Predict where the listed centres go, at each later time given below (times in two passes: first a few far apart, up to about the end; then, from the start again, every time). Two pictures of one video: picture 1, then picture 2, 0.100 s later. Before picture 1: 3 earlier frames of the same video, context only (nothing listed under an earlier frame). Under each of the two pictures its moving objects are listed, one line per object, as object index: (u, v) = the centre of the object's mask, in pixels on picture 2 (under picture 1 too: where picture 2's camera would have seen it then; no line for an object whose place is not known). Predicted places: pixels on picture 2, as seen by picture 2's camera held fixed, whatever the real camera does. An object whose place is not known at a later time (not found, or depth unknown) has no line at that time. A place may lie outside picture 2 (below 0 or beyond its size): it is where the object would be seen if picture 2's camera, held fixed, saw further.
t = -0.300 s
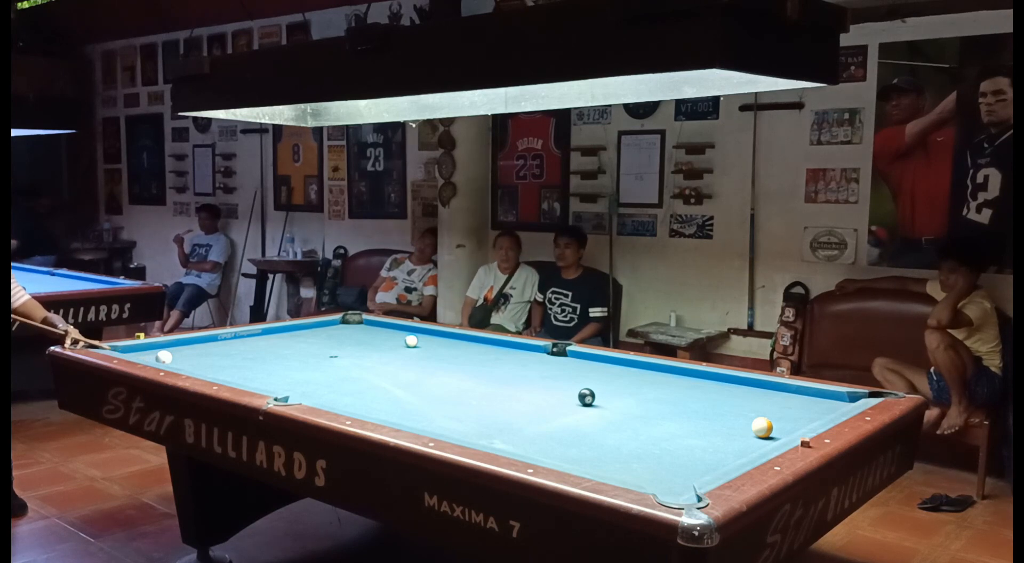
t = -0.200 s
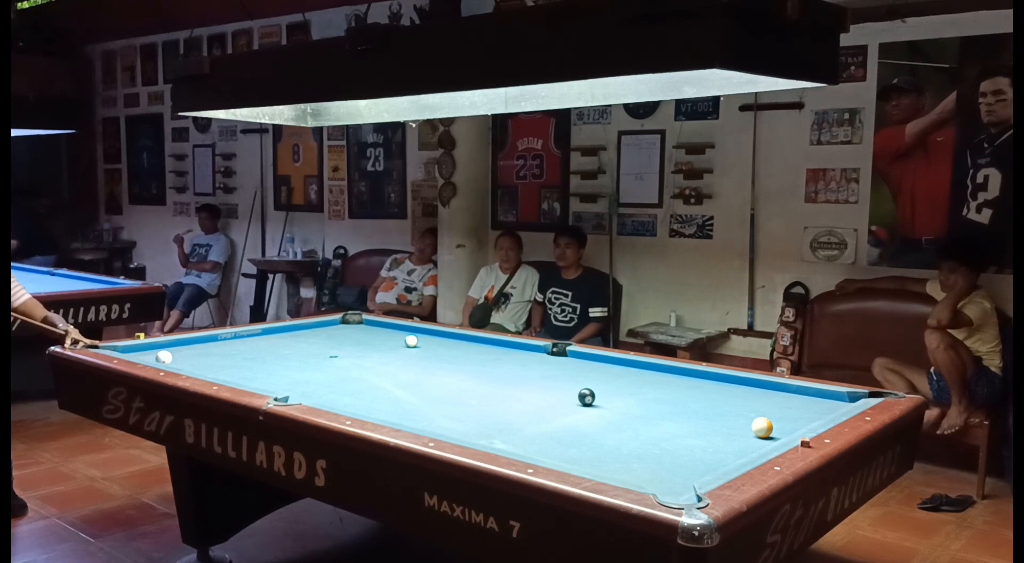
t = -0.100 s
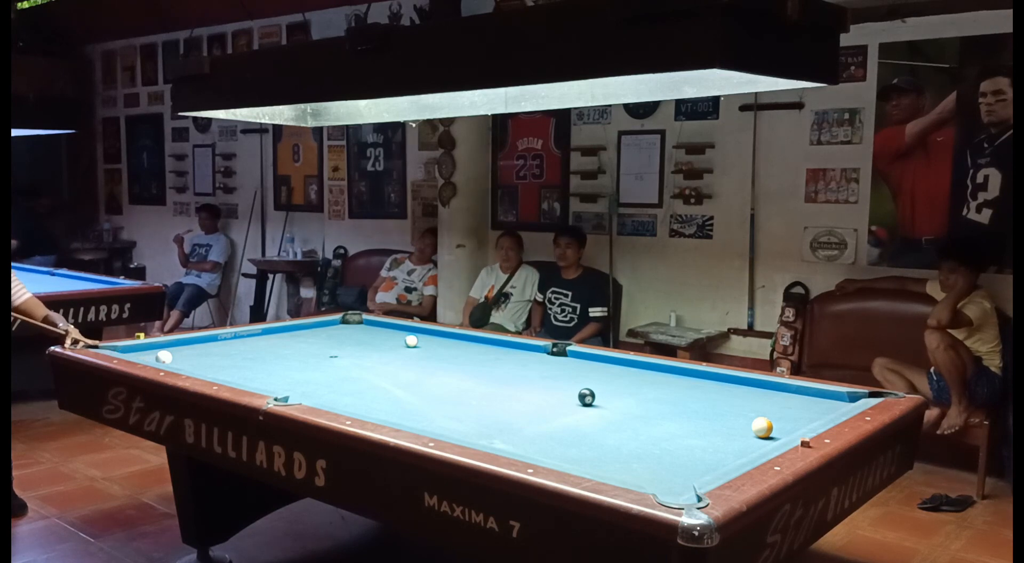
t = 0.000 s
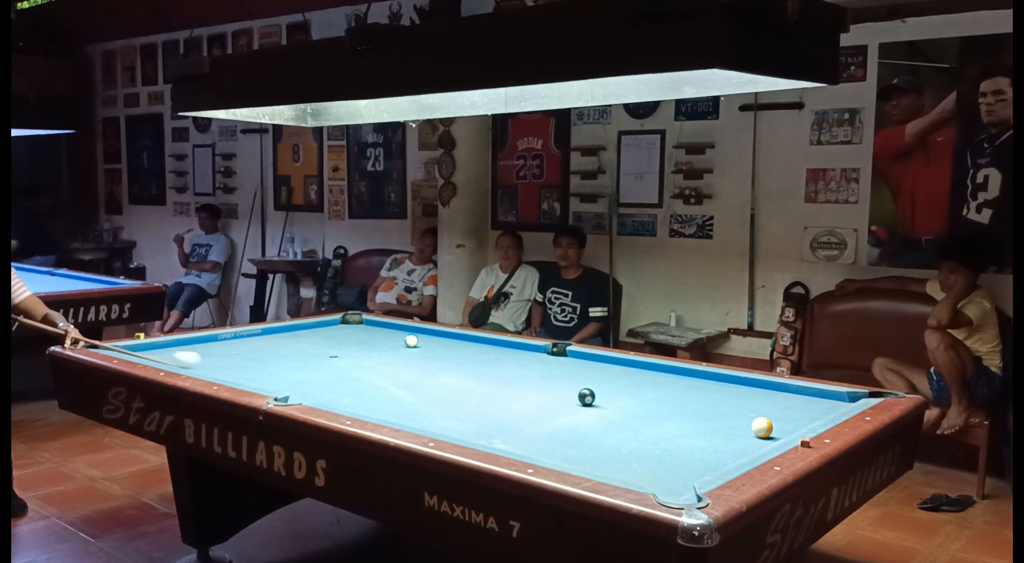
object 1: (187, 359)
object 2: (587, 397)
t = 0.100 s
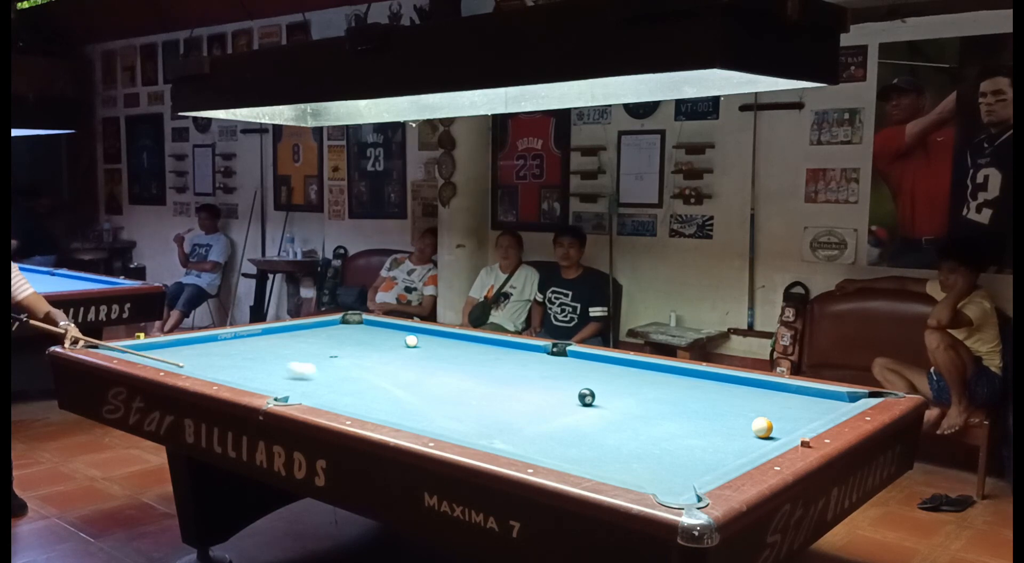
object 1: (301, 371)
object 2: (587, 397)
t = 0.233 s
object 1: (457, 386)
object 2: (587, 397)
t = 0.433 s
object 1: (567, 404)
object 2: (698, 400)
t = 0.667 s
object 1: (545, 418)
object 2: (827, 395)
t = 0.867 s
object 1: (523, 430)
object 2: (752, 387)
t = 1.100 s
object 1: (496, 441)
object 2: (668, 381)
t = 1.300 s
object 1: (497, 438)
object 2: (602, 376)
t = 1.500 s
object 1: (500, 433)
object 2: (540, 371)
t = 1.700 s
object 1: (504, 426)
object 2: (482, 366)
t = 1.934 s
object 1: (508, 419)
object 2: (418, 362)
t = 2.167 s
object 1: (511, 413)
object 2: (358, 357)
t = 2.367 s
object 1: (513, 409)
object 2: (309, 354)
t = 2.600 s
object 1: (515, 404)
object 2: (256, 350)
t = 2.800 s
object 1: (516, 401)
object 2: (212, 346)
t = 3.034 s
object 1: (517, 397)
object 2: (165, 344)
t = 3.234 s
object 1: (518, 395)
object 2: (160, 348)
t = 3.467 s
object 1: (518, 392)
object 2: (153, 355)
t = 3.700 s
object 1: (519, 390)
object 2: (155, 358)
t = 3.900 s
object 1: (519, 389)
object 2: (175, 361)
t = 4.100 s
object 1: (520, 387)
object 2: (195, 363)
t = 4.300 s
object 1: (520, 386)
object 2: (214, 364)
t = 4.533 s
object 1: (520, 386)
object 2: (235, 365)
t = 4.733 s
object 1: (520, 385)
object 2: (252, 365)
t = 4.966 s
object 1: (520, 385)
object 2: (270, 366)
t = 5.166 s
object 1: (520, 385)
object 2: (285, 367)
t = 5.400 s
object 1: (520, 385)
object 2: (301, 367)
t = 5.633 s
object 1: (520, 385)
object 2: (315, 368)
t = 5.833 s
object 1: (520, 385)
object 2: (325, 369)
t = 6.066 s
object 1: (520, 385)
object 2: (336, 369)
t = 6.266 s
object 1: (520, 385)
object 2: (345, 369)
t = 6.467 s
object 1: (520, 385)
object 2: (351, 370)
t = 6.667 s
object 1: (520, 385)
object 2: (358, 370)
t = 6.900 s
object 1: (520, 385)
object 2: (363, 370)
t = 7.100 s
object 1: (520, 385)
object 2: (367, 370)
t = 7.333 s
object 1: (520, 385)
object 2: (369, 370)
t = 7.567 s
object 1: (520, 385)
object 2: (370, 370)
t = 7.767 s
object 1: (520, 385)
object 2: (370, 370)
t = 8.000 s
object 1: (520, 385)
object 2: (370, 370)
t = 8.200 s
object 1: (520, 385)
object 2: (370, 370)
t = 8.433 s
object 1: (520, 385)
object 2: (370, 370)
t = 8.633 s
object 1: (520, 385)
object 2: (370, 370)
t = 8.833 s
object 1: (520, 385)
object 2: (370, 370)
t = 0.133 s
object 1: (340, 375)
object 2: (587, 397)
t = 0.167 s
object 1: (379, 378)
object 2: (587, 397)
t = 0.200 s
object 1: (418, 382)
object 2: (587, 397)
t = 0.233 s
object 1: (457, 386)
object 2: (587, 397)
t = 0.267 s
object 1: (496, 390)
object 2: (587, 397)
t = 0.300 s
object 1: (534, 393)
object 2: (587, 397)
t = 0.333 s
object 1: (568, 397)
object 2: (588, 397)
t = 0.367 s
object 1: (569, 400)
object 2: (626, 398)
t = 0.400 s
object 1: (569, 402)
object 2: (663, 399)
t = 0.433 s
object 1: (567, 404)
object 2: (698, 400)
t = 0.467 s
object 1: (565, 406)
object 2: (732, 401)
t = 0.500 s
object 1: (562, 408)
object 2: (765, 401)
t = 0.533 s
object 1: (559, 410)
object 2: (795, 403)
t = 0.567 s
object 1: (555, 412)
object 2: (828, 404)
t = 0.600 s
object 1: (552, 414)
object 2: (849, 400)
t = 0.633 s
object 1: (548, 416)
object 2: (838, 399)
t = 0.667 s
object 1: (545, 418)
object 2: (827, 395)
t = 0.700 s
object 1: (541, 420)
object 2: (816, 393)
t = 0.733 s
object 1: (538, 422)
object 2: (802, 391)
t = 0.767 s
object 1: (534, 424)
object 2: (789, 391)
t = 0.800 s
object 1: (530, 426)
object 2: (776, 389)
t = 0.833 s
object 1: (527, 428)
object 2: (764, 388)
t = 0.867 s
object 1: (523, 430)
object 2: (752, 387)
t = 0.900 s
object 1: (519, 432)
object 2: (739, 387)
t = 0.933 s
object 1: (515, 435)
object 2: (726, 385)
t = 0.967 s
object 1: (511, 437)
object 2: (715, 385)
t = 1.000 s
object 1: (507, 438)
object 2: (703, 384)
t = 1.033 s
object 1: (503, 439)
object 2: (691, 383)
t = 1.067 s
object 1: (500, 440)
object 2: (680, 382)
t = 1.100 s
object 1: (496, 441)
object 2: (668, 381)
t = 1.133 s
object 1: (494, 441)
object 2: (657, 380)
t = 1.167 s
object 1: (494, 440)
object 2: (646, 379)
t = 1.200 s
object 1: (495, 440)
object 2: (634, 378)
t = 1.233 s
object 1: (496, 439)
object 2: (624, 377)
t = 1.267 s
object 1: (496, 439)
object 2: (613, 376)
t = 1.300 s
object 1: (497, 438)
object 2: (602, 376)
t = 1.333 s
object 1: (497, 437)
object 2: (592, 375)
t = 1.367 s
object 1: (498, 437)
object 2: (581, 374)
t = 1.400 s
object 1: (499, 436)
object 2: (570, 373)
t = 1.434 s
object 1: (500, 435)
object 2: (560, 372)
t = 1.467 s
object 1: (500, 434)
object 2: (550, 372)
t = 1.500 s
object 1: (500, 433)
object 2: (540, 371)
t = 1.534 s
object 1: (501, 432)
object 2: (530, 370)
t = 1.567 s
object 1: (502, 430)
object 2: (520, 370)
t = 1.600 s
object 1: (503, 429)
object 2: (510, 369)
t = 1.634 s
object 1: (503, 428)
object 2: (501, 368)
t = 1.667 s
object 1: (504, 427)
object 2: (491, 367)
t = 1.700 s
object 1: (504, 426)
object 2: (482, 366)
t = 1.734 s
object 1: (505, 425)
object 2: (473, 366)
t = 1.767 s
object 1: (505, 424)
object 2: (463, 365)
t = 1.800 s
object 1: (506, 423)
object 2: (454, 364)
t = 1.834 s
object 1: (506, 422)
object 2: (445, 363)
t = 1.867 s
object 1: (507, 421)
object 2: (436, 363)
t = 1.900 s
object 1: (508, 420)
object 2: (427, 362)
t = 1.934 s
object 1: (508, 419)
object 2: (418, 362)
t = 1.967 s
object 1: (508, 418)
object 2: (409, 361)
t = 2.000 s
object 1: (509, 417)
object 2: (400, 360)
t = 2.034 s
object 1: (509, 417)
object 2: (392, 360)
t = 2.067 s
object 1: (510, 415)
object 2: (383, 359)
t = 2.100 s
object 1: (510, 415)
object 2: (375, 358)
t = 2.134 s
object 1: (511, 414)
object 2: (366, 358)
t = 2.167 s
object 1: (511, 413)
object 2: (358, 357)
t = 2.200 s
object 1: (511, 413)
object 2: (350, 357)
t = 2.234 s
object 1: (511, 412)
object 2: (341, 356)
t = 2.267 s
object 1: (512, 411)
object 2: (334, 355)
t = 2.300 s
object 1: (512, 410)
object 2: (325, 355)
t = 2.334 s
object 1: (512, 409)
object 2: (318, 354)
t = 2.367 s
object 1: (513, 409)
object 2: (309, 354)
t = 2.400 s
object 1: (513, 408)
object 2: (302, 353)
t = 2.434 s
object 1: (513, 408)
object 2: (294, 353)
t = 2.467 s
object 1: (514, 407)
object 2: (286, 352)
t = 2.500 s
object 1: (514, 406)
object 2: (279, 352)
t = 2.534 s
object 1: (514, 406)
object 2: (271, 351)
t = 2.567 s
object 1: (515, 405)
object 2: (263, 350)
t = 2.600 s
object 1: (515, 404)
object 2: (256, 350)
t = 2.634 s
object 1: (515, 404)
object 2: (249, 349)
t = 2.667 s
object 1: (515, 403)
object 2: (241, 349)
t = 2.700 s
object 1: (516, 403)
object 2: (234, 348)
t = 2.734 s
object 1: (516, 402)
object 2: (227, 348)
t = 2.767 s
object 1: (516, 401)
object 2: (219, 348)
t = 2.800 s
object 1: (516, 401)
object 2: (212, 346)
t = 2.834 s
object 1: (516, 400)
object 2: (206, 346)
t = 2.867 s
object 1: (517, 400)
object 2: (198, 346)
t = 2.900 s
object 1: (517, 399)
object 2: (192, 345)
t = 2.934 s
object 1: (517, 399)
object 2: (185, 344)
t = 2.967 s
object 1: (517, 398)
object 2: (178, 344)
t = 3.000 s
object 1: (517, 398)
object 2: (172, 344)
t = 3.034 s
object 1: (517, 397)
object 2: (165, 344)
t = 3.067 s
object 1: (517, 397)
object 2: (165, 344)
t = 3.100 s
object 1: (517, 397)
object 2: (164, 345)
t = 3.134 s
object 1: (517, 396)
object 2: (163, 346)
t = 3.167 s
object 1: (518, 396)
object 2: (162, 347)
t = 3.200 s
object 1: (518, 395)
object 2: (161, 348)
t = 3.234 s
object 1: (518, 395)
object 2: (160, 348)
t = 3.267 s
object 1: (518, 394)
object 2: (159, 349)
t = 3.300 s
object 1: (518, 394)
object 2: (158, 350)
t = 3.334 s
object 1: (518, 394)
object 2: (157, 351)
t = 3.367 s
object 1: (518, 393)
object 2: (156, 352)
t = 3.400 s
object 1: (518, 393)
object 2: (155, 353)
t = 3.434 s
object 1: (518, 392)
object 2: (154, 354)
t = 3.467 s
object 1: (518, 392)
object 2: (153, 355)
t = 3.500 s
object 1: (518, 392)
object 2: (152, 355)
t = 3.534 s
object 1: (518, 392)
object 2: (151, 355)
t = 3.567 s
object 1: (519, 391)
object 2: (150, 356)
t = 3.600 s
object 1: (519, 391)
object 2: (149, 356)
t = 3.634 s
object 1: (519, 390)
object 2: (148, 357)
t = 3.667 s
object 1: (519, 390)
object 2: (151, 357)
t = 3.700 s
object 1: (519, 390)
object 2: (155, 358)
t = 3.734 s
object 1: (519, 390)
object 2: (158, 358)
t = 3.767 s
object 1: (519, 390)
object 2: (161, 359)
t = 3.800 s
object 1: (519, 389)
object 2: (165, 359)
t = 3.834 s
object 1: (519, 389)
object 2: (168, 360)
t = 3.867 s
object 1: (519, 389)
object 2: (172, 360)
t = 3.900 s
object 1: (519, 389)
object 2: (175, 361)
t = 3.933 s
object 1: (519, 388)
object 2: (178, 361)
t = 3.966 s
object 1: (519, 388)
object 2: (182, 362)
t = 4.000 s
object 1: (519, 388)
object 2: (185, 362)
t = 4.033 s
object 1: (520, 388)
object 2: (189, 362)
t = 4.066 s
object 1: (520, 388)
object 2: (192, 363)
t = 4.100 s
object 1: (520, 387)
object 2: (195, 363)
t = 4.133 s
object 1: (520, 387)
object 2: (198, 363)
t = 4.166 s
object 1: (520, 387)
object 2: (201, 363)
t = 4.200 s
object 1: (520, 387)
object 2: (204, 363)
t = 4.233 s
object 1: (520, 387)
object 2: (208, 364)
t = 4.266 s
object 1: (520, 387)
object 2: (211, 364)
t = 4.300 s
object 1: (520, 386)
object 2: (214, 364)
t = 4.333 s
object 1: (520, 386)
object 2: (217, 364)
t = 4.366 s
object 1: (520, 386)
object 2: (220, 364)
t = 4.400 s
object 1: (520, 386)
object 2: (223, 364)
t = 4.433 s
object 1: (520, 386)
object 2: (226, 364)
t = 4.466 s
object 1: (520, 386)
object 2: (229, 364)
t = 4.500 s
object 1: (520, 386)
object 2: (232, 365)
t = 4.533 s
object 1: (520, 386)
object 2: (235, 365)
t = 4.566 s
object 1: (520, 386)
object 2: (238, 365)
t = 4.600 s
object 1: (520, 385)
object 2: (241, 365)
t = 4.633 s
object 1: (520, 385)
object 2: (244, 365)
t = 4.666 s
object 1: (520, 385)
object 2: (247, 365)
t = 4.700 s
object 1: (520, 385)
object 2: (249, 365)
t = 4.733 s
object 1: (520, 385)
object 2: (252, 365)
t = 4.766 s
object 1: (520, 385)
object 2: (255, 365)
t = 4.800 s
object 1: (520, 385)
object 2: (258, 366)
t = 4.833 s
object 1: (520, 385)
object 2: (260, 366)
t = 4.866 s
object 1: (520, 385)
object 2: (263, 366)
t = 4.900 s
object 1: (520, 385)
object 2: (265, 366)
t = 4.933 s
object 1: (520, 385)
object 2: (268, 366)
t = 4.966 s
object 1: (520, 385)
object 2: (270, 366)
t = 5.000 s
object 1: (520, 385)
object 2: (273, 366)
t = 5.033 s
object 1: (520, 385)
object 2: (275, 366)
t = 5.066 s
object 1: (520, 385)
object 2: (278, 367)
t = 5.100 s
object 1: (520, 385)
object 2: (280, 367)
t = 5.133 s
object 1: (520, 385)
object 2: (283, 367)
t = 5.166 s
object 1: (520, 385)
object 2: (285, 367)
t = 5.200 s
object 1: (520, 385)
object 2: (287, 367)
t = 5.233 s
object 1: (520, 385)
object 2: (290, 367)
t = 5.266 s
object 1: (520, 385)
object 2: (292, 367)
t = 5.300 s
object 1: (520, 385)
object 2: (294, 367)
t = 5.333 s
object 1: (520, 385)
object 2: (296, 367)
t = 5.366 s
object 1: (520, 385)
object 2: (299, 368)
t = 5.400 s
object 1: (520, 385)
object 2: (301, 367)
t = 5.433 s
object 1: (520, 385)
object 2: (303, 368)
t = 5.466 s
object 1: (520, 385)
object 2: (305, 368)
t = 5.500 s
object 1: (520, 385)
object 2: (307, 368)
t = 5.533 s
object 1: (520, 385)
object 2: (309, 368)
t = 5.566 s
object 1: (520, 385)
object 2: (311, 368)
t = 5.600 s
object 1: (520, 385)
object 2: (313, 368)
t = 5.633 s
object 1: (520, 385)
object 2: (315, 368)
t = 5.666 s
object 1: (520, 385)
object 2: (317, 368)
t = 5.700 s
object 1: (520, 385)
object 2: (319, 368)
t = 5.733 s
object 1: (520, 385)
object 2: (320, 368)
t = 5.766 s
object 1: (520, 385)
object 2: (322, 369)
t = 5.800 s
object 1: (520, 385)
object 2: (324, 368)
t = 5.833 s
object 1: (520, 385)
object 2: (325, 369)
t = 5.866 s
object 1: (520, 385)
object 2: (327, 369)
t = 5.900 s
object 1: (520, 385)
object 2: (329, 369)
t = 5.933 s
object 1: (520, 385)
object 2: (330, 369)
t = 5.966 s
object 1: (520, 385)
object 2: (332, 369)
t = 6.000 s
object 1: (520, 385)
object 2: (334, 369)
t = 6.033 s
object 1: (520, 385)
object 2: (335, 369)
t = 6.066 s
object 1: (520, 385)
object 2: (336, 369)
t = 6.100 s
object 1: (520, 385)
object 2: (338, 369)
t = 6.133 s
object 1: (520, 385)
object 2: (339, 369)
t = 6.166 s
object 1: (520, 385)
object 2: (341, 369)
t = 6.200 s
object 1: (520, 385)
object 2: (342, 369)
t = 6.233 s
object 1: (520, 385)
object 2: (343, 369)
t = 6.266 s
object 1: (520, 385)
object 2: (345, 369)
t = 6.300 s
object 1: (520, 385)
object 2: (346, 369)
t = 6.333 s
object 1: (520, 385)
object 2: (347, 369)
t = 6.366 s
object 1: (520, 385)
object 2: (348, 370)
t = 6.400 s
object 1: (520, 385)
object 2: (350, 369)
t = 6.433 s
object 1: (520, 385)
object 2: (351, 369)
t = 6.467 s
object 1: (520, 385)
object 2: (351, 370)
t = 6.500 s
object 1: (520, 385)
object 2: (353, 370)
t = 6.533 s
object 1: (520, 385)
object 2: (354, 370)
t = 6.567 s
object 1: (520, 385)
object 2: (355, 370)
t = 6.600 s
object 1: (520, 385)
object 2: (356, 370)
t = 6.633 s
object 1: (520, 385)
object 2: (356, 370)
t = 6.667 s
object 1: (520, 385)
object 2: (358, 370)
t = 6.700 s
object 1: (520, 385)
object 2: (359, 370)
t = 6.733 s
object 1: (520, 385)
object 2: (359, 370)
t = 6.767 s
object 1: (520, 385)
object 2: (360, 370)
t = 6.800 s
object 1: (520, 385)
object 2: (361, 370)
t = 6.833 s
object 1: (520, 385)
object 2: (362, 370)
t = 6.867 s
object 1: (520, 385)
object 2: (362, 370)
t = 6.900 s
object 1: (520, 385)
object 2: (363, 370)
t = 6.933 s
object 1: (520, 385)
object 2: (364, 370)
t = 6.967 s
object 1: (520, 385)
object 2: (364, 370)
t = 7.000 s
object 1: (520, 385)
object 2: (365, 370)
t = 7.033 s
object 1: (520, 385)
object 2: (366, 370)
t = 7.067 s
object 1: (520, 385)
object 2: (366, 370)
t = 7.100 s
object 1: (520, 385)
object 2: (367, 370)
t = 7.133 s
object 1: (520, 385)
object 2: (367, 370)
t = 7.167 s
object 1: (520, 385)
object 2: (367, 370)
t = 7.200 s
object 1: (520, 385)
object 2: (368, 370)
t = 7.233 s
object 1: (520, 385)
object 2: (368, 370)
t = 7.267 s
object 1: (520, 385)
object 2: (369, 370)
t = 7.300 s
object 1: (520, 385)
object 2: (369, 370)
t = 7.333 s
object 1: (520, 385)
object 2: (369, 370)
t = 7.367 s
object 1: (520, 385)
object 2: (369, 370)
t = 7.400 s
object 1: (520, 385)
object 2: (369, 370)
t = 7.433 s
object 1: (520, 385)
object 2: (369, 370)
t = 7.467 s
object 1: (520, 385)
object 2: (370, 370)
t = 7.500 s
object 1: (520, 385)
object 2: (370, 370)
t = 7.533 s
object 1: (520, 385)
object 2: (370, 370)
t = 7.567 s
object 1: (520, 385)
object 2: (370, 370)
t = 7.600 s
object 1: (520, 385)
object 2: (370, 370)
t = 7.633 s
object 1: (520, 385)
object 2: (370, 370)
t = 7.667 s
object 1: (520, 385)
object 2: (370, 370)
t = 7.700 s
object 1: (520, 385)
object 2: (370, 370)
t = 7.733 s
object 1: (520, 385)
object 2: (370, 370)
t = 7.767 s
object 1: (520, 385)
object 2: (370, 370)
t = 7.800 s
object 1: (520, 385)
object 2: (370, 370)
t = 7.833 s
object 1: (520, 385)
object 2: (370, 370)
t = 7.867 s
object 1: (520, 385)
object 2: (370, 370)
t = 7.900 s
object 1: (520, 385)
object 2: (370, 370)
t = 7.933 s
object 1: (520, 385)
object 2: (370, 370)
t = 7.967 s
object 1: (520, 385)
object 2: (370, 370)
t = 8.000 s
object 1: (520, 385)
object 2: (370, 370)
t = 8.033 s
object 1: (520, 385)
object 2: (370, 370)
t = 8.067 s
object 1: (520, 385)
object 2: (370, 370)
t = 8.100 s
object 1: (520, 385)
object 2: (370, 370)
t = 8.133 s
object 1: (520, 385)
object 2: (370, 370)
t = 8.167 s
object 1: (520, 385)
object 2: (370, 370)
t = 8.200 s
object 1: (520, 385)
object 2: (370, 370)
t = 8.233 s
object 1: (520, 385)
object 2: (370, 370)
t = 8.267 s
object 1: (520, 385)
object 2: (370, 370)
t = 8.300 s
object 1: (520, 385)
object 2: (370, 370)
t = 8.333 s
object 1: (520, 385)
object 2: (370, 370)
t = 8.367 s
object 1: (520, 385)
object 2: (370, 370)
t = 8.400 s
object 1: (520, 385)
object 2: (370, 370)
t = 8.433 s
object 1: (520, 385)
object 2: (370, 370)
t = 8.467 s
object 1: (520, 385)
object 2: (370, 370)
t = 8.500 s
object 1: (520, 385)
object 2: (370, 370)
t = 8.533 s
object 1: (520, 385)
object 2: (370, 370)
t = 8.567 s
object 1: (520, 385)
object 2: (370, 370)
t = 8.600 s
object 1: (520, 385)
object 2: (370, 370)
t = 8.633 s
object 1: (520, 385)
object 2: (370, 370)
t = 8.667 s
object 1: (520, 385)
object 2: (370, 370)
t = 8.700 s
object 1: (520, 385)
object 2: (370, 370)
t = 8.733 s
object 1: (520, 385)
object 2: (370, 370)
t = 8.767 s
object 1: (520, 385)
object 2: (370, 370)
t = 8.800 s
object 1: (520, 385)
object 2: (370, 370)
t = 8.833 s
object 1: (520, 385)
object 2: (370, 370)
